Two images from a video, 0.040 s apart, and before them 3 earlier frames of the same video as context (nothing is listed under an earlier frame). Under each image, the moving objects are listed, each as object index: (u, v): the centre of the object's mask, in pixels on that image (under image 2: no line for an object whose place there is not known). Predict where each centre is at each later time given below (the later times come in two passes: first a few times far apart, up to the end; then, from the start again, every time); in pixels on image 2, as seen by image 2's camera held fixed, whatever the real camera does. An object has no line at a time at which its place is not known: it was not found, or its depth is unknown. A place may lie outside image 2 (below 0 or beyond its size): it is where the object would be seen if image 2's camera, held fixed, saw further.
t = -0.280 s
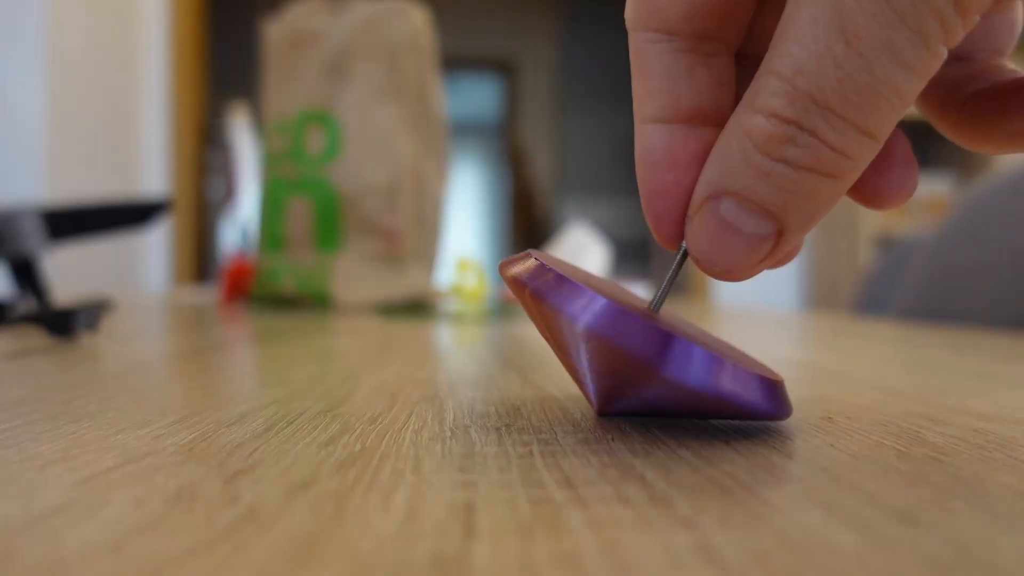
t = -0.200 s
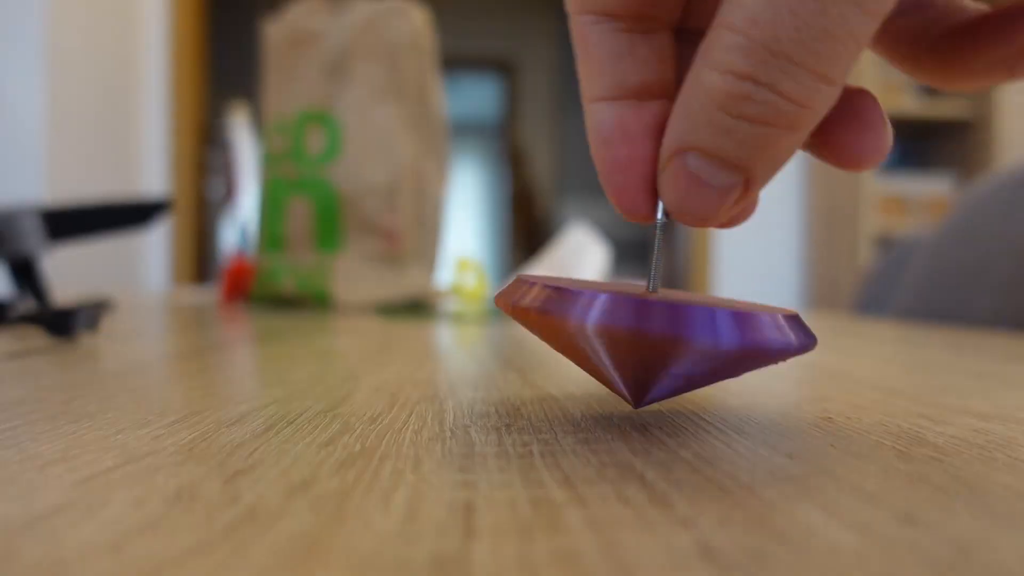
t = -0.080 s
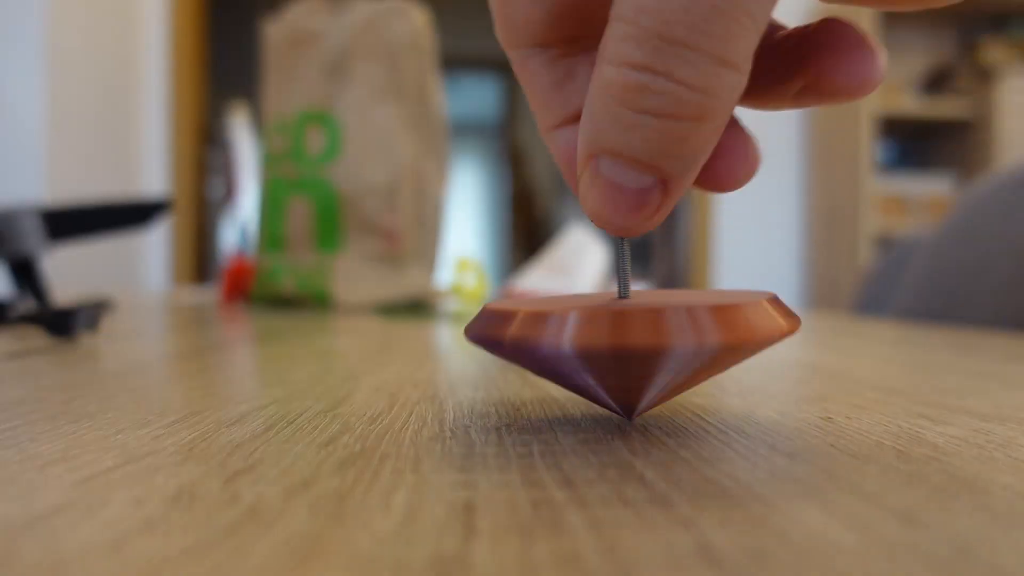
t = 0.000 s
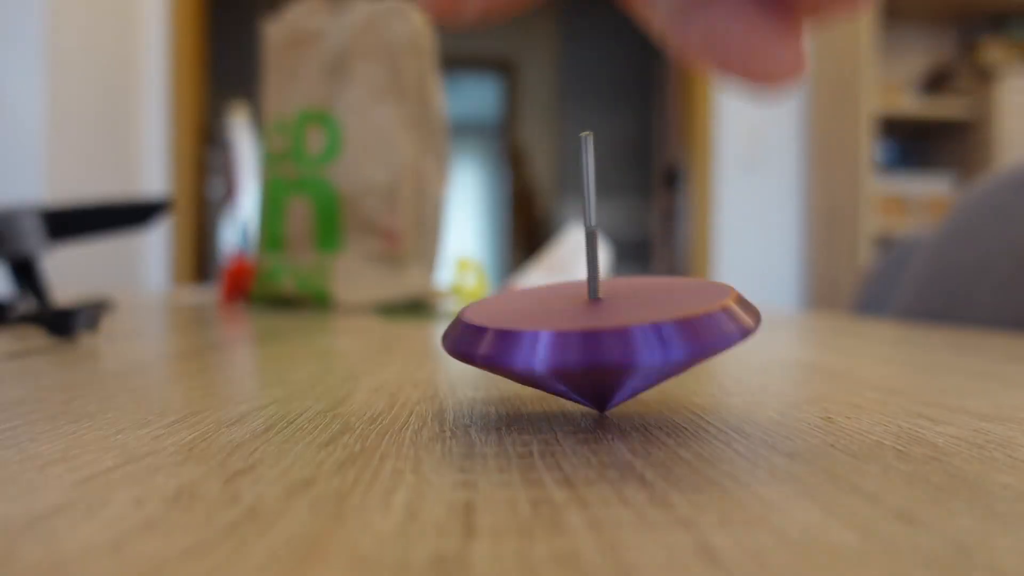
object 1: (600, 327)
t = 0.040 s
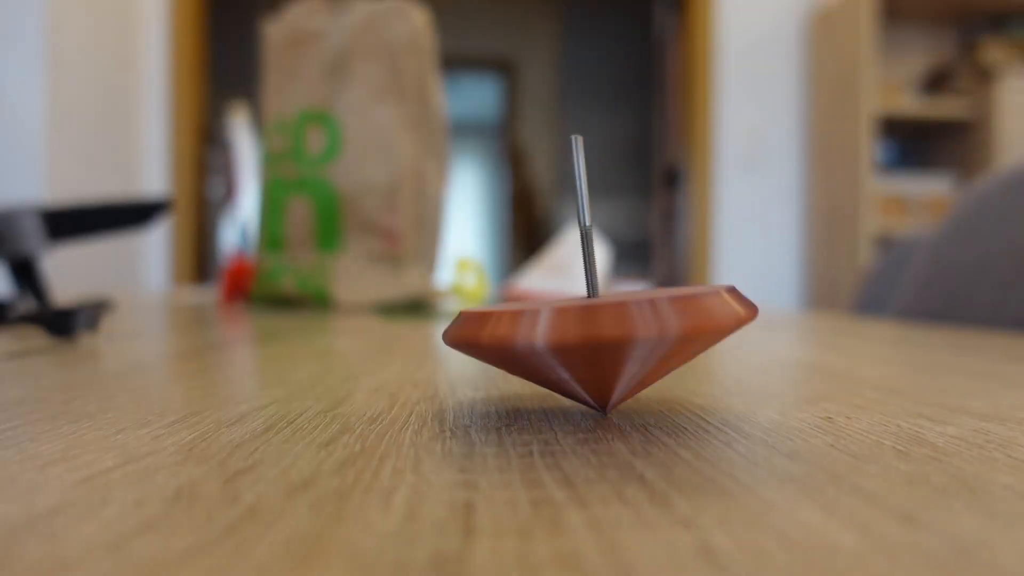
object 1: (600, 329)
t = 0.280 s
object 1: (597, 328)
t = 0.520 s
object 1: (603, 328)
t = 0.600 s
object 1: (606, 328)
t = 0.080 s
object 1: (600, 325)
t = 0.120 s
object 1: (601, 324)
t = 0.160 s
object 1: (596, 330)
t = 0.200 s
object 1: (600, 328)
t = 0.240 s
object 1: (599, 326)
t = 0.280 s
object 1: (597, 328)
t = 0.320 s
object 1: (602, 328)
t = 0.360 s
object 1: (608, 323)
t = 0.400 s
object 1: (606, 330)
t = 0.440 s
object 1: (604, 327)
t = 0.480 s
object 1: (604, 326)
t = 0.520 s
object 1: (603, 328)
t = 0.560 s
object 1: (606, 327)
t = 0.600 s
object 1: (606, 328)
